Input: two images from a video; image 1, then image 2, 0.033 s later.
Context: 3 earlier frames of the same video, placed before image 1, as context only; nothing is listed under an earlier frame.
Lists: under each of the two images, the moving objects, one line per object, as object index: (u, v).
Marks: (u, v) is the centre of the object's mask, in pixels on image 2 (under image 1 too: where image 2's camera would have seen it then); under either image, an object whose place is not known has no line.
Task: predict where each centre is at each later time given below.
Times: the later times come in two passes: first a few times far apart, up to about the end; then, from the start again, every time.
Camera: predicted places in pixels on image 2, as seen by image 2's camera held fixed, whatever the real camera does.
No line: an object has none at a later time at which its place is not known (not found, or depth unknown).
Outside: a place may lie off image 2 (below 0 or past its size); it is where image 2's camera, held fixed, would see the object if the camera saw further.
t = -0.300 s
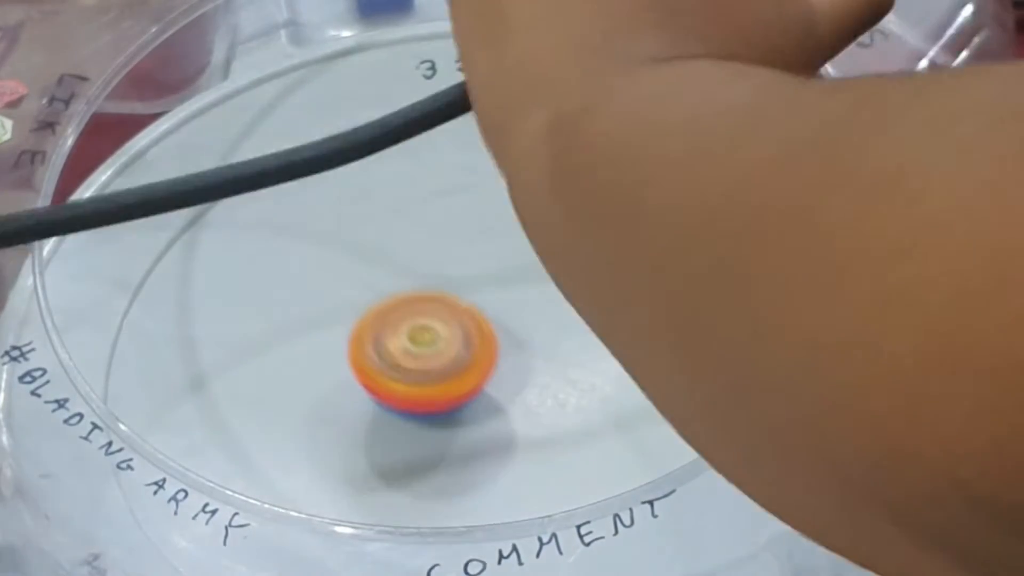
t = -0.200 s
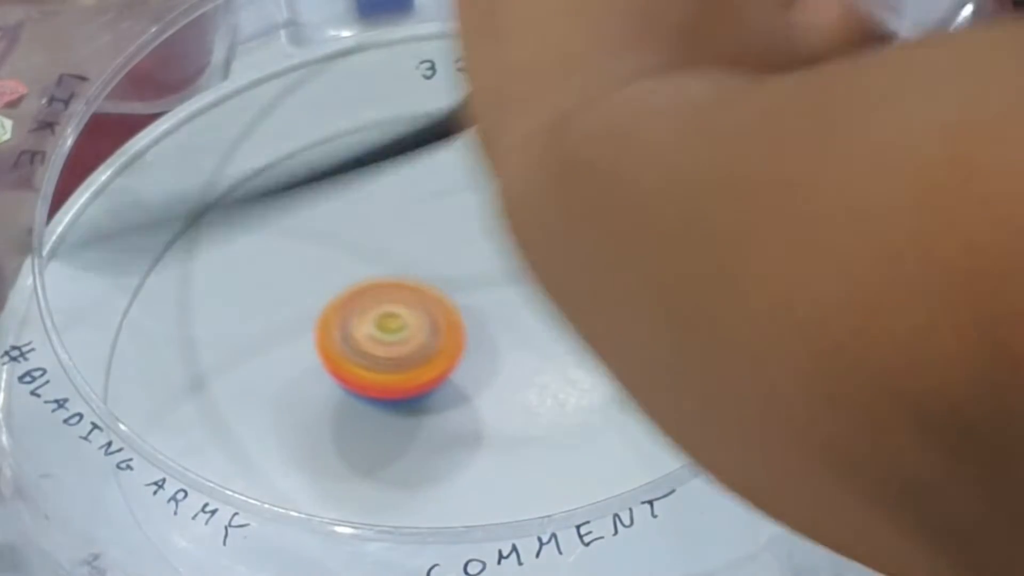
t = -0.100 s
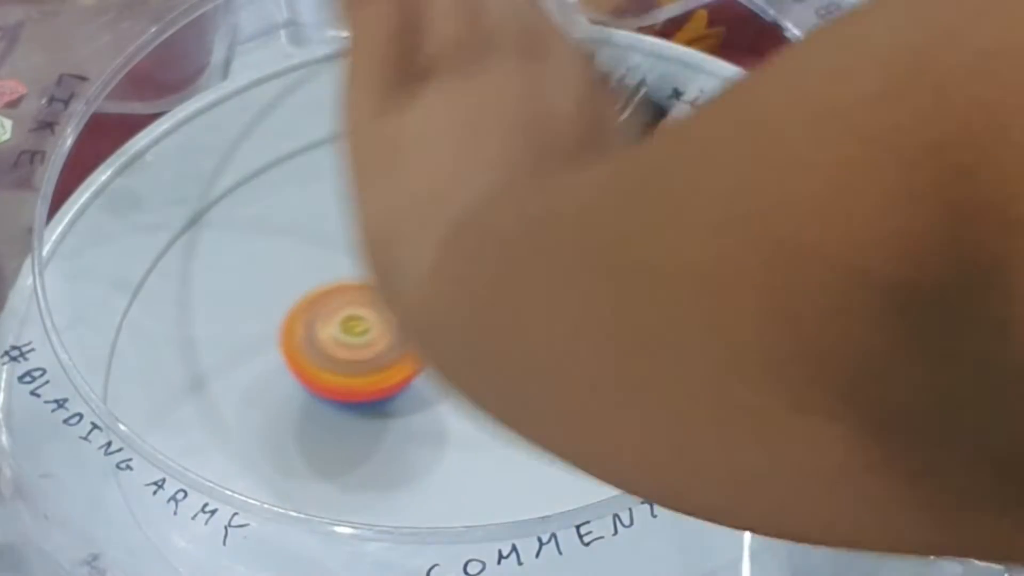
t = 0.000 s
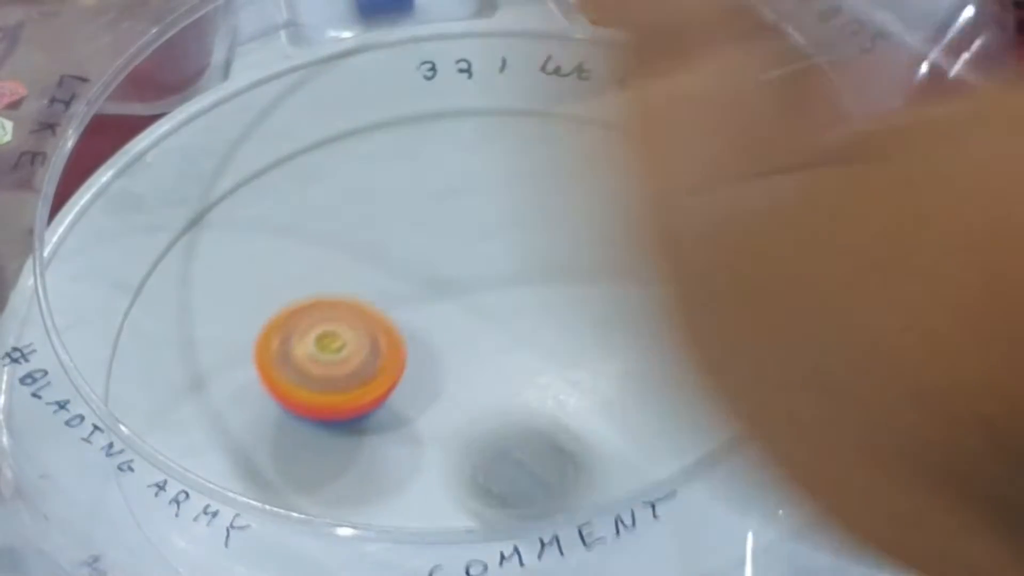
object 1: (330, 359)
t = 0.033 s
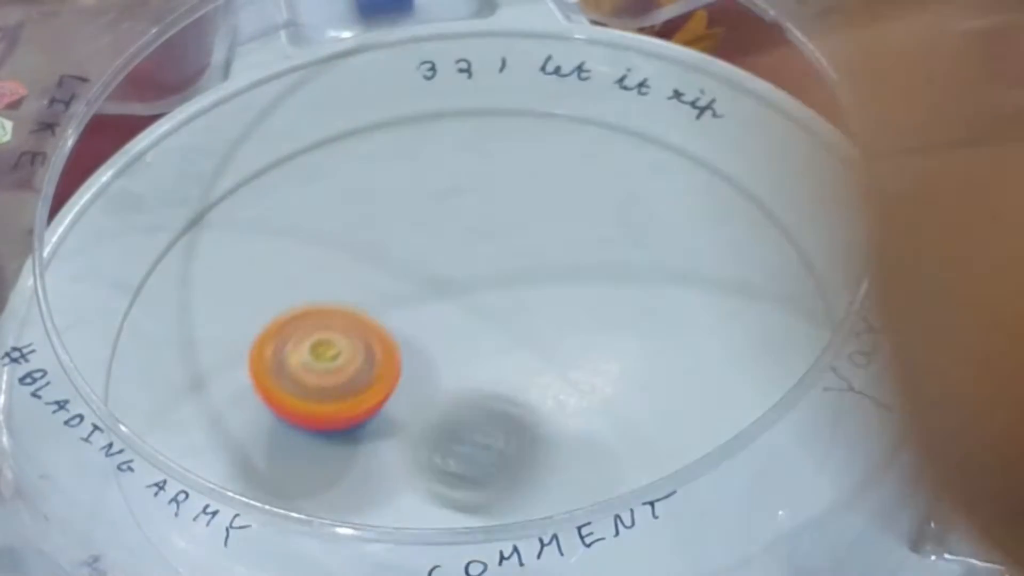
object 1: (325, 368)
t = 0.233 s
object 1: (179, 154)
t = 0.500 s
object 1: (187, 228)
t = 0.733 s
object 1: (202, 229)
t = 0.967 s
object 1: (301, 282)
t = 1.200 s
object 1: (374, 301)
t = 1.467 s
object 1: (485, 182)
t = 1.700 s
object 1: (486, 96)
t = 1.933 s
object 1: (473, 136)
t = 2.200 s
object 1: (493, 243)
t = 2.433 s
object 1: (861, 149)
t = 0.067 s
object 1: (321, 375)
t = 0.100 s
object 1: (310, 370)
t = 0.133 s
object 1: (265, 305)
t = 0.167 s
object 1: (225, 252)
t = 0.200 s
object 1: (194, 202)
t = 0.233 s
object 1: (179, 154)
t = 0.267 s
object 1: (172, 129)
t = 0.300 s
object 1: (173, 113)
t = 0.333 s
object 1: (172, 124)
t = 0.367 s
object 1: (175, 145)
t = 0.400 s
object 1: (176, 164)
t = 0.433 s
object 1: (177, 182)
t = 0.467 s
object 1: (181, 204)
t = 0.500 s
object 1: (187, 228)
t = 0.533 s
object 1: (194, 247)
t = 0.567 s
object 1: (200, 264)
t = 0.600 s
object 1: (181, 246)
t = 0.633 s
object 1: (165, 230)
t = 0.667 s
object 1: (168, 220)
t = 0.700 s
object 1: (181, 223)
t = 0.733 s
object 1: (202, 229)
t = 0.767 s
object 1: (221, 236)
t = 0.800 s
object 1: (237, 244)
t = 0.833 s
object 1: (252, 252)
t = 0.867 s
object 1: (266, 261)
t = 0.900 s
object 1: (280, 269)
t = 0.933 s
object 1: (291, 276)
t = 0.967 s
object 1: (301, 282)
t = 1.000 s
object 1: (310, 286)
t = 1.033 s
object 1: (319, 290)
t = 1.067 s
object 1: (328, 293)
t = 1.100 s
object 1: (339, 296)
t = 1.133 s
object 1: (351, 298)
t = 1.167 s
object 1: (362, 300)
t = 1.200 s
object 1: (374, 301)
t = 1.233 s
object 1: (386, 301)
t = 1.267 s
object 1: (396, 300)
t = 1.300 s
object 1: (407, 296)
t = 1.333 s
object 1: (418, 291)
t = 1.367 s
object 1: (429, 283)
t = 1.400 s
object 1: (443, 269)
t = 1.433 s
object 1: (465, 223)
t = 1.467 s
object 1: (485, 182)
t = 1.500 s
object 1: (497, 150)
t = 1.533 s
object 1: (504, 127)
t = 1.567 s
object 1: (505, 108)
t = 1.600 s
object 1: (502, 95)
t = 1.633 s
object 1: (498, 88)
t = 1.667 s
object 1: (492, 92)
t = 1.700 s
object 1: (486, 96)
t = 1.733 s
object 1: (480, 101)
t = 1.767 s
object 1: (475, 107)
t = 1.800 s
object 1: (472, 113)
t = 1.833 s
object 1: (471, 118)
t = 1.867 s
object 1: (471, 124)
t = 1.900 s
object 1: (472, 129)
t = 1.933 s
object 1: (473, 136)
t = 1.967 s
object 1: (475, 145)
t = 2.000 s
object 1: (477, 155)
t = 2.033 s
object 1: (479, 168)
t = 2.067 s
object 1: (482, 183)
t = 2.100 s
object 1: (485, 197)
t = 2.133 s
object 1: (487, 213)
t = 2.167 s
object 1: (490, 228)
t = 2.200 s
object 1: (493, 243)
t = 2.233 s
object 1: (494, 258)
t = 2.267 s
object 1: (498, 274)
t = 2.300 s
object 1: (578, 261)
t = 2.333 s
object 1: (694, 235)
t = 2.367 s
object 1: (796, 203)
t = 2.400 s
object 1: (880, 163)
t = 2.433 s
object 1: (861, 149)
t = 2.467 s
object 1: (836, 142)
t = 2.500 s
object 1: (793, 133)
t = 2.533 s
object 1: (763, 120)
